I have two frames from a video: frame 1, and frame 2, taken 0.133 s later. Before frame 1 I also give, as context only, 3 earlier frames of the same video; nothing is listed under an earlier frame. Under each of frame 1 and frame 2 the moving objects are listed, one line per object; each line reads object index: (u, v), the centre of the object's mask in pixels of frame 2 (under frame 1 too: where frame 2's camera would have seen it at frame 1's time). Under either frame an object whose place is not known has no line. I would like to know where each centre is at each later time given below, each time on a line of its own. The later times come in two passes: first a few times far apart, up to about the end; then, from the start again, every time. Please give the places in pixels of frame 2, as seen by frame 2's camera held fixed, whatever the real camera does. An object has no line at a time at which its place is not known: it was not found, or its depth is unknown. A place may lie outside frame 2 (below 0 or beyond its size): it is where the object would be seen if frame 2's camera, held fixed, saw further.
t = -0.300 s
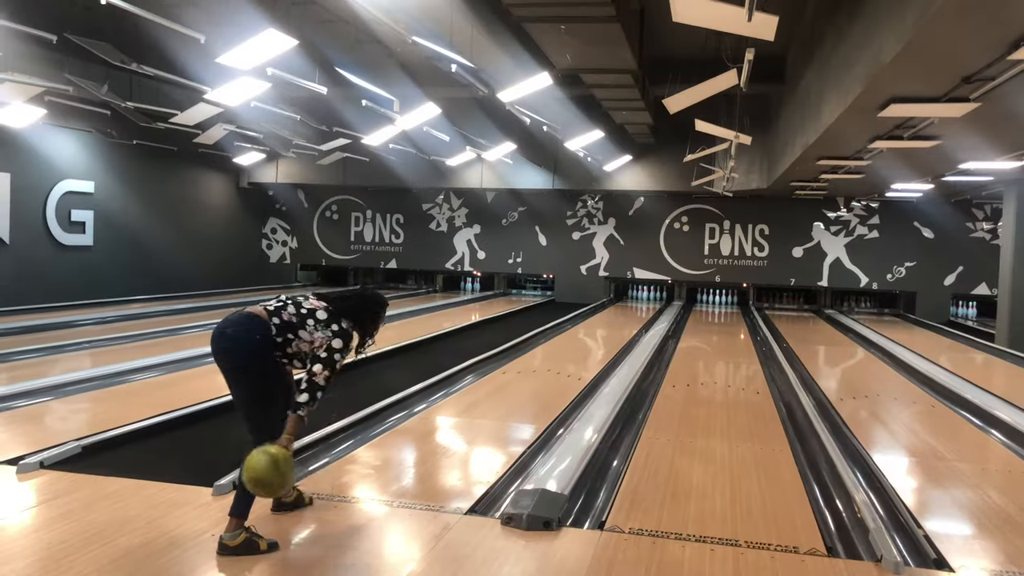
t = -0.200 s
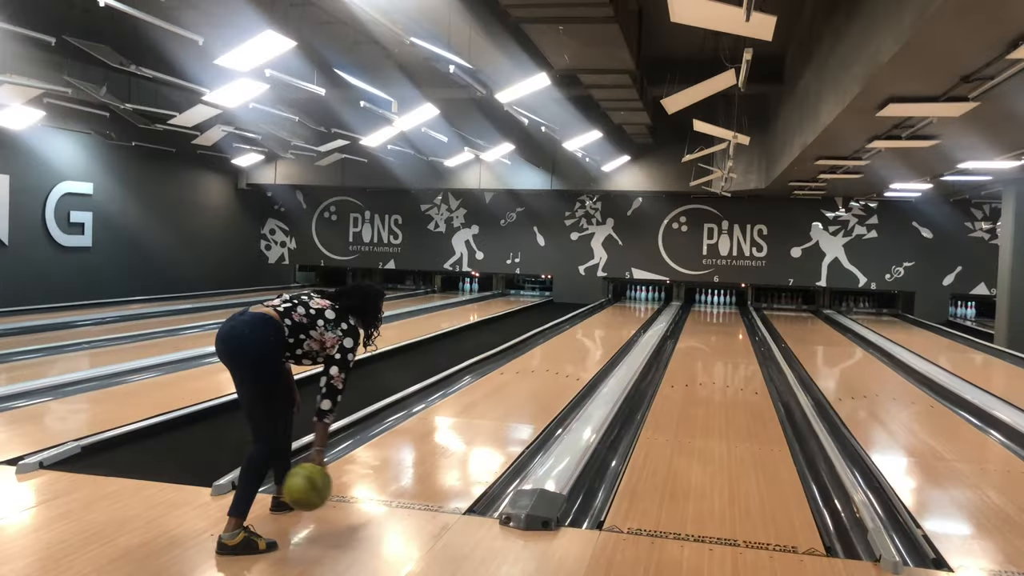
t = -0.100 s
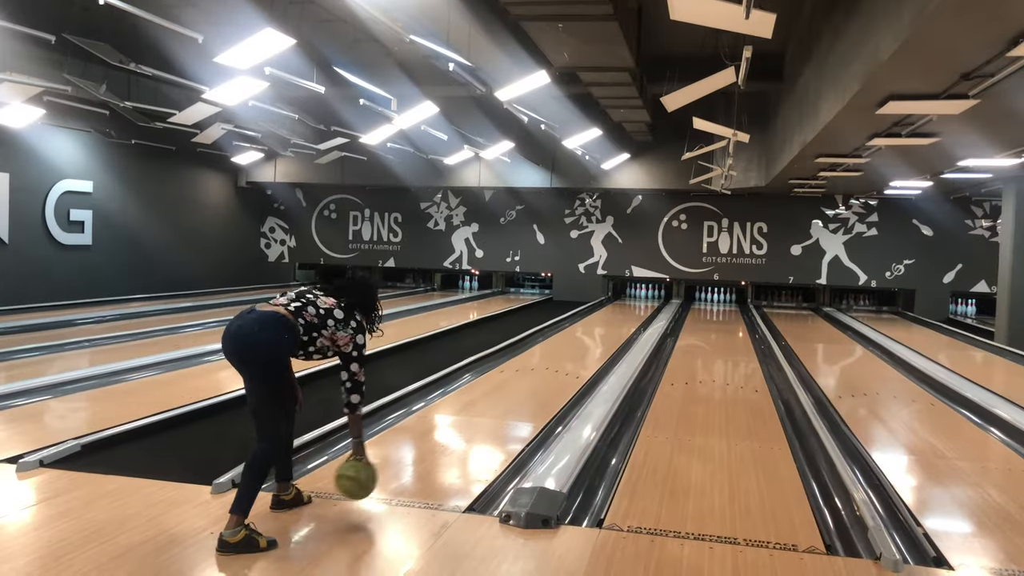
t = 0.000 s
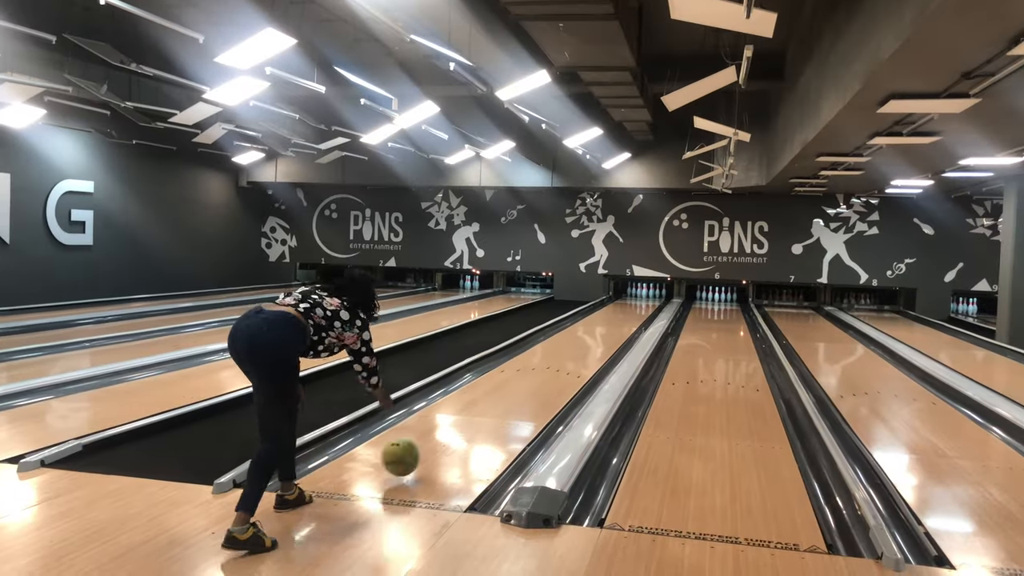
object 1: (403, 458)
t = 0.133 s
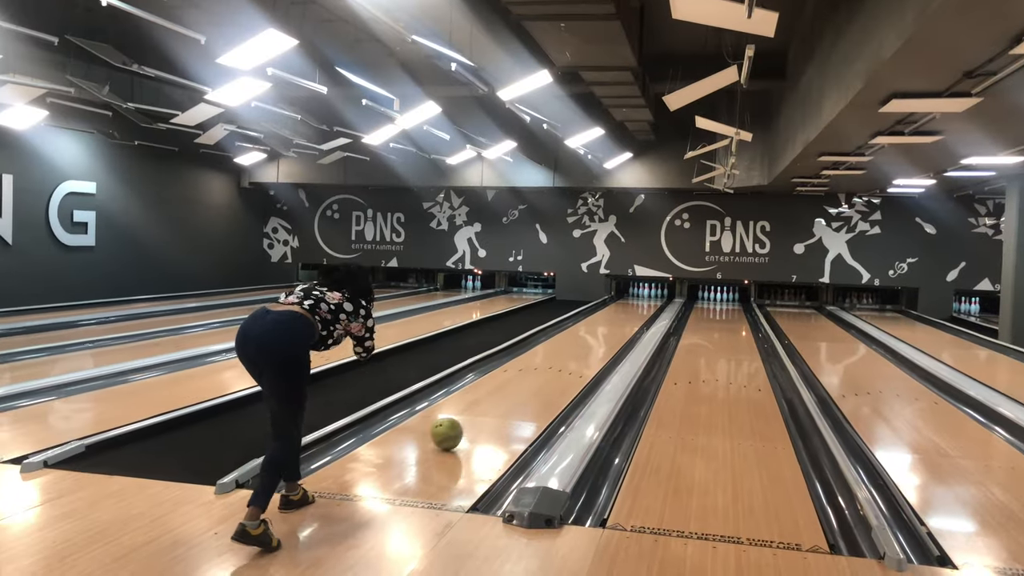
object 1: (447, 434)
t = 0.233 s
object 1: (472, 417)
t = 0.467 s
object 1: (516, 387)
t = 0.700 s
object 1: (546, 367)
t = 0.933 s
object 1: (569, 352)
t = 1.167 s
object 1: (586, 341)
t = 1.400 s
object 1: (599, 332)
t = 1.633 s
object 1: (610, 325)
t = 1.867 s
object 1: (619, 319)
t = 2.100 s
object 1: (627, 314)
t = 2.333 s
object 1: (634, 310)
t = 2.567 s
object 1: (640, 306)
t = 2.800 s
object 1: (648, 304)
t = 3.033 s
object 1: (655, 303)
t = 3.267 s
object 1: (660, 301)
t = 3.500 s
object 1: (666, 298)
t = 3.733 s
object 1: (670, 298)
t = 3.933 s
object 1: (671, 297)
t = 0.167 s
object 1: (456, 427)
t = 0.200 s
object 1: (464, 422)
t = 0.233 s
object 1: (472, 417)
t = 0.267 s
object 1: (479, 412)
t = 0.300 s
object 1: (486, 407)
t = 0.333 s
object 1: (493, 402)
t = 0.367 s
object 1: (499, 398)
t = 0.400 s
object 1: (505, 394)
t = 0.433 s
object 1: (510, 391)
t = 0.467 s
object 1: (516, 387)
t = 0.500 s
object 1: (521, 384)
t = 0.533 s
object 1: (526, 381)
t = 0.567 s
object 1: (530, 378)
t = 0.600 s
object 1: (535, 375)
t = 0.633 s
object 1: (539, 372)
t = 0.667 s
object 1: (543, 370)
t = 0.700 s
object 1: (546, 367)
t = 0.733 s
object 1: (550, 365)
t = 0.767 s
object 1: (553, 362)
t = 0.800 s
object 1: (557, 360)
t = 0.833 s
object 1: (560, 358)
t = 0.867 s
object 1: (563, 356)
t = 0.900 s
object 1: (566, 354)
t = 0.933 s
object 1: (569, 352)
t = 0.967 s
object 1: (571, 351)
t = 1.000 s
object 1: (574, 349)
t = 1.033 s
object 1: (577, 347)
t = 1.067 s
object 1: (579, 346)
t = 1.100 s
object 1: (582, 344)
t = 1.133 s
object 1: (584, 342)
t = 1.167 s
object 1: (586, 341)
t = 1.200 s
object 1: (587, 339)
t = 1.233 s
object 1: (589, 338)
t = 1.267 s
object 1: (592, 337)
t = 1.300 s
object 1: (593, 336)
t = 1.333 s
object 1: (595, 334)
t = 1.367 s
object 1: (597, 333)
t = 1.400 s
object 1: (599, 332)
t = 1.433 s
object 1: (600, 331)
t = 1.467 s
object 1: (602, 330)
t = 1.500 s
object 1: (604, 329)
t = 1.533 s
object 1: (605, 328)
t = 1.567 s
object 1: (607, 327)
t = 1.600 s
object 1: (608, 326)
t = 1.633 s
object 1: (610, 325)
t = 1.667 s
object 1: (611, 324)
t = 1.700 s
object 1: (613, 323)
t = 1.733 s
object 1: (614, 322)
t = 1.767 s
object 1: (615, 321)
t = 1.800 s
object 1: (617, 320)
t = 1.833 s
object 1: (618, 320)
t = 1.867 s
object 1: (619, 319)
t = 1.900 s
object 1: (620, 318)
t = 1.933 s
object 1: (621, 317)
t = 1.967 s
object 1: (623, 317)
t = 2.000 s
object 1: (624, 316)
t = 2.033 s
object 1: (625, 315)
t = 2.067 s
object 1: (626, 314)
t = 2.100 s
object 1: (627, 314)
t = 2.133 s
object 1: (628, 313)
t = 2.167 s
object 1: (629, 313)
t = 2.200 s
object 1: (630, 312)
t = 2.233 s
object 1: (631, 311)
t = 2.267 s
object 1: (632, 311)
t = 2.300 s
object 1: (633, 310)
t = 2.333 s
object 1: (634, 310)
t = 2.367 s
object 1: (635, 309)
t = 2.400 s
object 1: (636, 309)
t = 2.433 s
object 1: (637, 308)
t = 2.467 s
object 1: (637, 308)
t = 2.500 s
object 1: (638, 308)
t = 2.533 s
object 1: (639, 307)
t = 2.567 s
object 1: (640, 306)
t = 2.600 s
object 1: (641, 305)
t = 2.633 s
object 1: (642, 305)
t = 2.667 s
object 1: (643, 305)
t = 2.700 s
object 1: (644, 306)
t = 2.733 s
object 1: (646, 305)
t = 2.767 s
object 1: (647, 305)
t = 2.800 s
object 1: (648, 304)
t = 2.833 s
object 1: (649, 304)
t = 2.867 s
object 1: (651, 304)
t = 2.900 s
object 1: (651, 304)
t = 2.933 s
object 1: (653, 303)
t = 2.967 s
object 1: (652, 303)
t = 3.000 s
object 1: (654, 303)
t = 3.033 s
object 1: (655, 303)
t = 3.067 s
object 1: (656, 303)
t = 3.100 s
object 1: (656, 303)
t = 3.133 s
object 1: (657, 303)
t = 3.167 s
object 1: (657, 302)
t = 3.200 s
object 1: (658, 302)
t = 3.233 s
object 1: (658, 301)
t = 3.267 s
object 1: (660, 301)
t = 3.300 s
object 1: (660, 301)
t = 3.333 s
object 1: (661, 300)
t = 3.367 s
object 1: (662, 300)
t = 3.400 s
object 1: (663, 300)
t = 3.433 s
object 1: (663, 300)
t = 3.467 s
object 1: (664, 299)
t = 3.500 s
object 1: (666, 298)
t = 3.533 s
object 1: (666, 299)
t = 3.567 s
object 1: (666, 299)
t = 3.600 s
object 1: (666, 299)
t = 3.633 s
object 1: (668, 299)
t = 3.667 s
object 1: (669, 298)
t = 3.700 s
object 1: (670, 298)
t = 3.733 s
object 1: (670, 298)
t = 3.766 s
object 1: (670, 298)
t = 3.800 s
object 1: (670, 298)
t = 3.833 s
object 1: (670, 298)
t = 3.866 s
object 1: (671, 297)
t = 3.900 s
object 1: (671, 298)
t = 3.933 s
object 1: (671, 297)
